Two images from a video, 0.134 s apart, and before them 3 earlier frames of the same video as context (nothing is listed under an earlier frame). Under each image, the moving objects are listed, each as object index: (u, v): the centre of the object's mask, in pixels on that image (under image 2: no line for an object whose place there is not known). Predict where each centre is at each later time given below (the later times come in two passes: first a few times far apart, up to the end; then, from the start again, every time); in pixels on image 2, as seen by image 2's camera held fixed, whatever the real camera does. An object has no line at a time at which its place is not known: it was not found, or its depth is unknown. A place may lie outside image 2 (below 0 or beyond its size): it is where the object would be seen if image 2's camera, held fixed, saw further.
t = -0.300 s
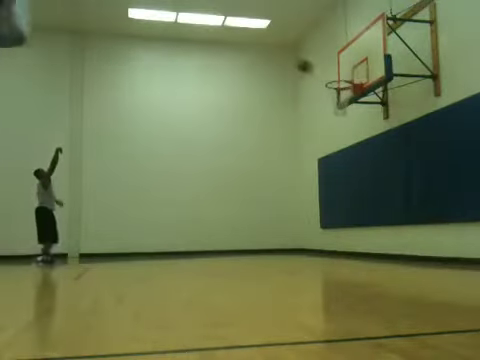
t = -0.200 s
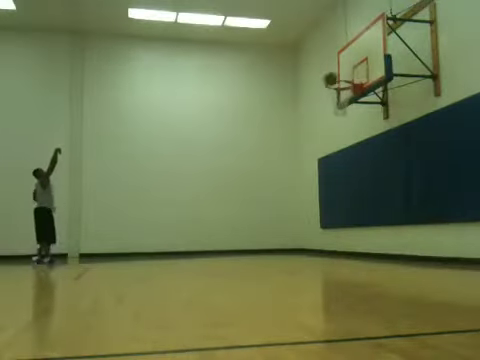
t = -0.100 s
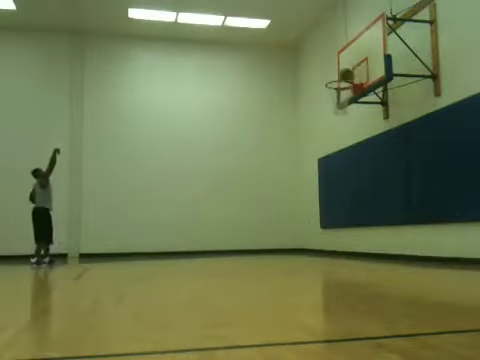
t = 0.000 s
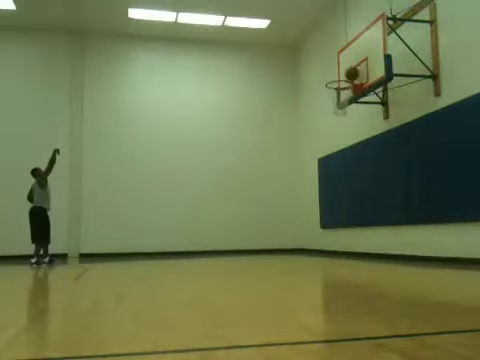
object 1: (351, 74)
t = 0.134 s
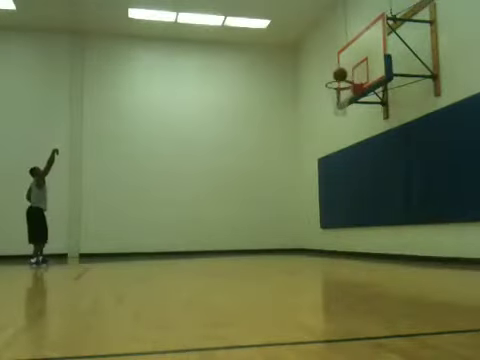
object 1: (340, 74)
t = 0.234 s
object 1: (334, 72)
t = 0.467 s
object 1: (324, 77)
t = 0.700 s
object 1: (316, 105)
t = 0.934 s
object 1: (308, 167)
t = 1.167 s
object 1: (301, 251)
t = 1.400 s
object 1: (287, 185)
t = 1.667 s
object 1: (272, 148)
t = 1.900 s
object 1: (259, 150)
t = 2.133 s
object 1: (247, 185)
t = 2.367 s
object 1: (236, 257)
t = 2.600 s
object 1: (225, 208)
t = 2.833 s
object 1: (214, 188)
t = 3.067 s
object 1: (203, 201)
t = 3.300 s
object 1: (193, 248)
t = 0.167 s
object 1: (338, 74)
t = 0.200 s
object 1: (336, 73)
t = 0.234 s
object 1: (334, 72)
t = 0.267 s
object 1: (332, 73)
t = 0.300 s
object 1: (331, 73)
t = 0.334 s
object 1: (329, 74)
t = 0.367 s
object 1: (328, 74)
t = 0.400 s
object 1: (327, 75)
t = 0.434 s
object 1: (326, 76)
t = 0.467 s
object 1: (324, 77)
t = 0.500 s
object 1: (323, 79)
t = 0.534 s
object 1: (322, 82)
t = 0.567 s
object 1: (321, 85)
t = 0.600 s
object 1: (320, 89)
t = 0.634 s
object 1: (318, 94)
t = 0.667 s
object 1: (317, 99)
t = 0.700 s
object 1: (316, 105)
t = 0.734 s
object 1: (314, 112)
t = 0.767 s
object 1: (313, 119)
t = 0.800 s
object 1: (312, 128)
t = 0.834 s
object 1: (311, 136)
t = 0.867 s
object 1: (310, 146)
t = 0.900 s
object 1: (309, 156)
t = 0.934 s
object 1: (308, 167)
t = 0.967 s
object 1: (307, 178)
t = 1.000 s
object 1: (306, 192)
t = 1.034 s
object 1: (305, 205)
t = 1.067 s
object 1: (304, 219)
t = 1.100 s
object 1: (303, 233)
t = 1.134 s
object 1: (303, 249)
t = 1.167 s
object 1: (301, 251)
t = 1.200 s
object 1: (299, 240)
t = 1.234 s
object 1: (297, 230)
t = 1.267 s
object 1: (295, 219)
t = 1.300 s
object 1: (293, 210)
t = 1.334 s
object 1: (291, 201)
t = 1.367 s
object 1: (289, 192)
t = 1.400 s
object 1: (287, 185)
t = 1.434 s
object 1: (285, 178)
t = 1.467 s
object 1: (283, 172)
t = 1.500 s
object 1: (281, 167)
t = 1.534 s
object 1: (279, 161)
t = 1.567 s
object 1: (277, 157)
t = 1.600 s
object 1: (276, 153)
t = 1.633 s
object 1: (274, 150)
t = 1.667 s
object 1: (272, 148)
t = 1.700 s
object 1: (270, 146)
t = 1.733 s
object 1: (268, 145)
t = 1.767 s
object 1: (267, 145)
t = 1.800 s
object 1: (265, 145)
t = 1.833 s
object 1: (263, 146)
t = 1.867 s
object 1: (261, 147)
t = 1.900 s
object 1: (259, 150)
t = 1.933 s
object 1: (258, 153)
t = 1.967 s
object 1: (256, 157)
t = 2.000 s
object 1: (254, 161)
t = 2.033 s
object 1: (252, 166)
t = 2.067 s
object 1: (251, 172)
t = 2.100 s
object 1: (249, 179)
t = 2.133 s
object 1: (247, 185)
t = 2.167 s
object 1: (246, 193)
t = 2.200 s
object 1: (244, 202)
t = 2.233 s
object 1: (243, 212)
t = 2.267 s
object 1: (241, 222)
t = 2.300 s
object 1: (239, 233)
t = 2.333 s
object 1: (238, 243)
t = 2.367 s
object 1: (236, 257)
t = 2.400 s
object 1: (234, 252)
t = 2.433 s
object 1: (233, 243)
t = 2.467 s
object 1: (231, 235)
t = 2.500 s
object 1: (230, 227)
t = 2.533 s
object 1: (228, 220)
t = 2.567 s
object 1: (227, 214)
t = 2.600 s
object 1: (225, 208)
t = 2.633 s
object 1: (223, 204)
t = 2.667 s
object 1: (222, 199)
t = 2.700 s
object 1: (221, 195)
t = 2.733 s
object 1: (219, 192)
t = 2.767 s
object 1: (217, 190)
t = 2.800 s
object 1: (215, 189)
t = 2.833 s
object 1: (214, 188)
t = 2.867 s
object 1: (213, 188)
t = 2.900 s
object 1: (211, 188)
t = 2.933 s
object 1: (210, 189)
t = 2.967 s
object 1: (208, 191)
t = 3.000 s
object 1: (206, 194)
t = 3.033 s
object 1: (205, 197)
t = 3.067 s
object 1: (203, 201)
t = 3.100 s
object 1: (202, 206)
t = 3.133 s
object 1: (200, 211)
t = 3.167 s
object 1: (199, 217)
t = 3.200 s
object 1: (197, 225)
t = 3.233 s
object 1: (196, 232)
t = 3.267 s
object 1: (195, 241)
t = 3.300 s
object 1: (193, 248)
